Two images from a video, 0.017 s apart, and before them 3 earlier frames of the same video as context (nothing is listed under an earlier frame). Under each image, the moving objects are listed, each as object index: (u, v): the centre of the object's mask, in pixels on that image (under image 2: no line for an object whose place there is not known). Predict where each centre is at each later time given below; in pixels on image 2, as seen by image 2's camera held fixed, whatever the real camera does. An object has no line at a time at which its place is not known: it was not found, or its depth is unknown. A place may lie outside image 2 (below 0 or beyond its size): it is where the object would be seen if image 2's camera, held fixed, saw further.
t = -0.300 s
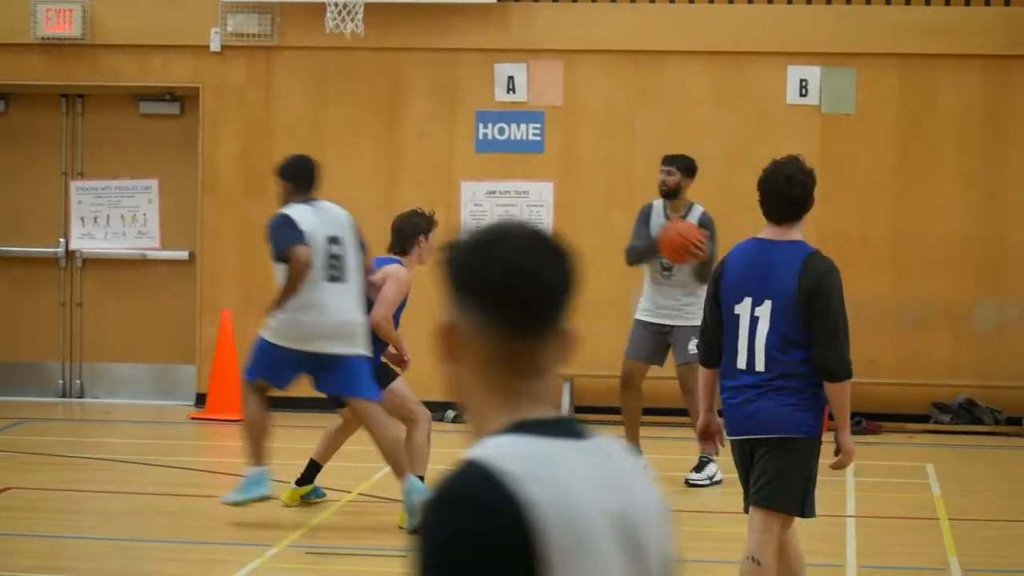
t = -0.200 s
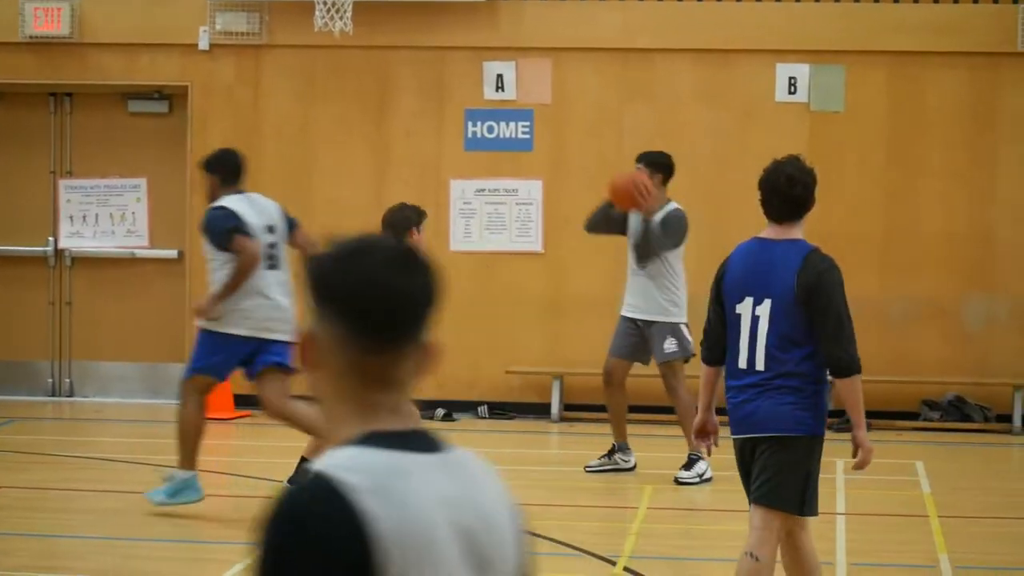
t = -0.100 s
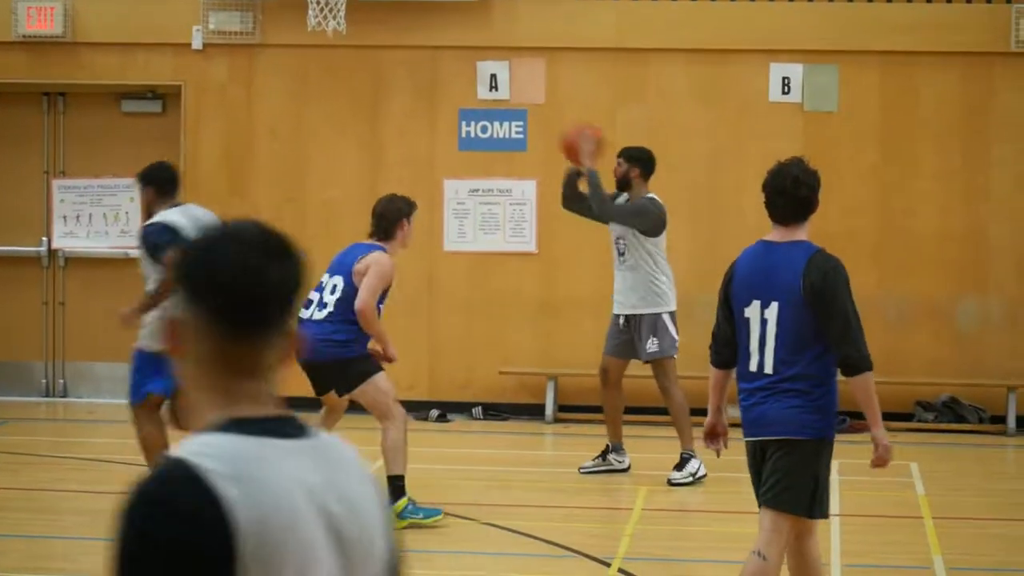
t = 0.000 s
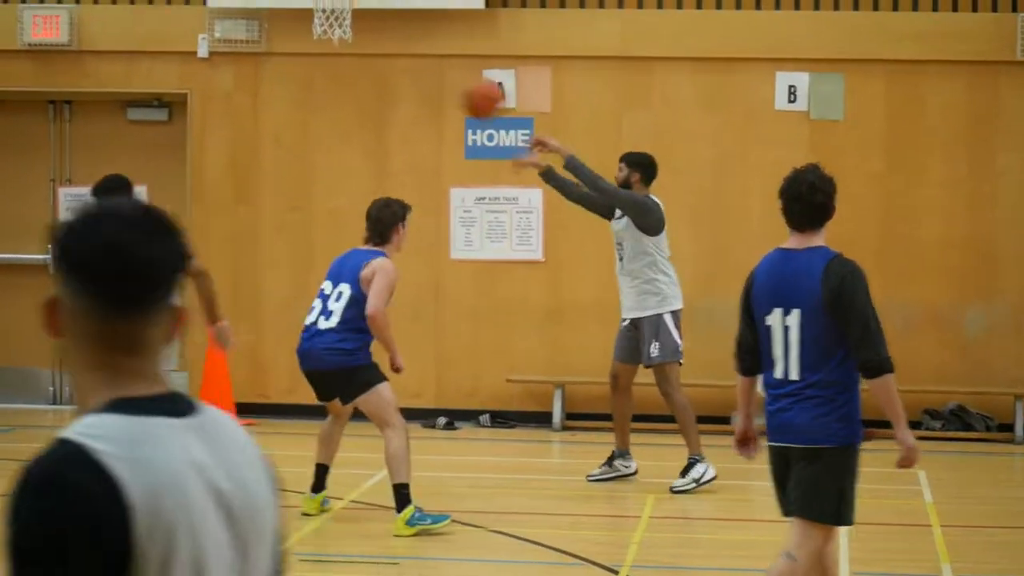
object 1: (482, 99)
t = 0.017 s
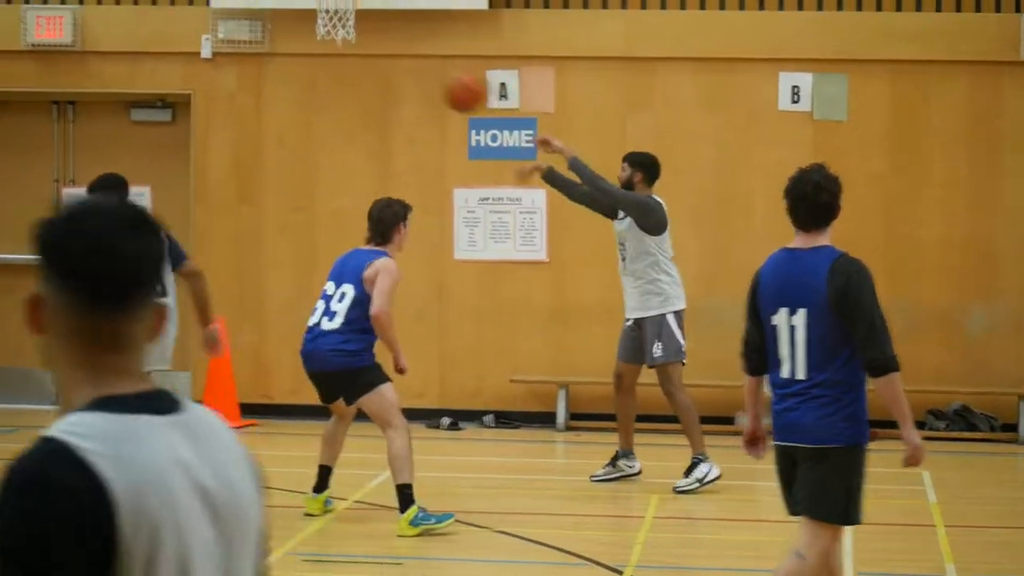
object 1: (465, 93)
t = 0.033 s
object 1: (445, 87)
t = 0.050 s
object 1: (425, 79)
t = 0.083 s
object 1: (384, 68)
